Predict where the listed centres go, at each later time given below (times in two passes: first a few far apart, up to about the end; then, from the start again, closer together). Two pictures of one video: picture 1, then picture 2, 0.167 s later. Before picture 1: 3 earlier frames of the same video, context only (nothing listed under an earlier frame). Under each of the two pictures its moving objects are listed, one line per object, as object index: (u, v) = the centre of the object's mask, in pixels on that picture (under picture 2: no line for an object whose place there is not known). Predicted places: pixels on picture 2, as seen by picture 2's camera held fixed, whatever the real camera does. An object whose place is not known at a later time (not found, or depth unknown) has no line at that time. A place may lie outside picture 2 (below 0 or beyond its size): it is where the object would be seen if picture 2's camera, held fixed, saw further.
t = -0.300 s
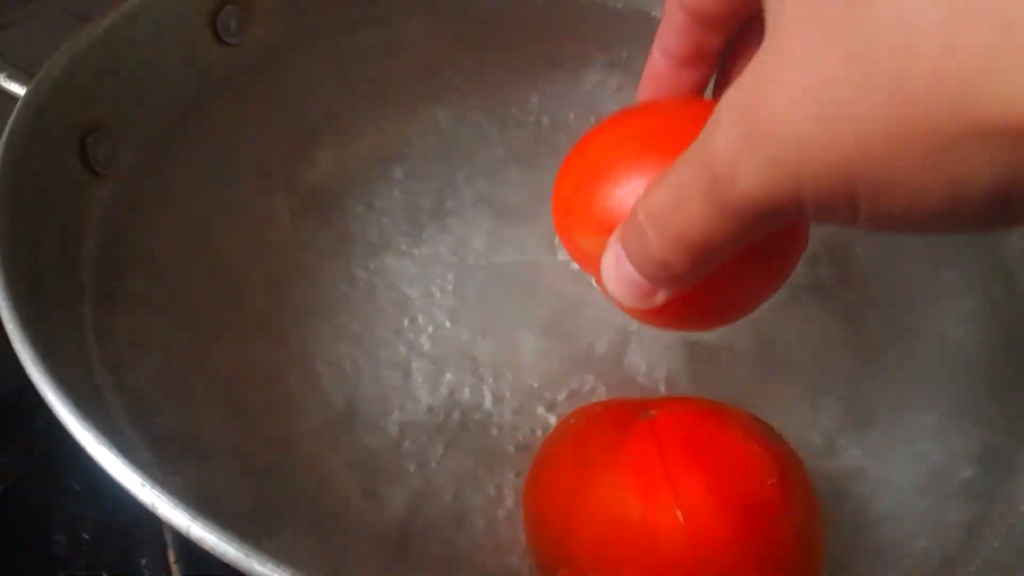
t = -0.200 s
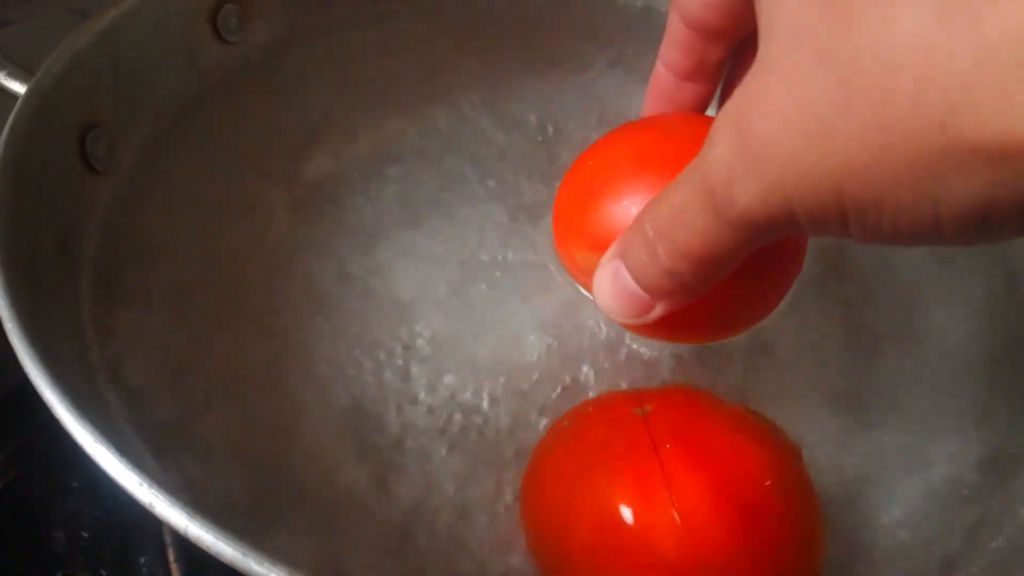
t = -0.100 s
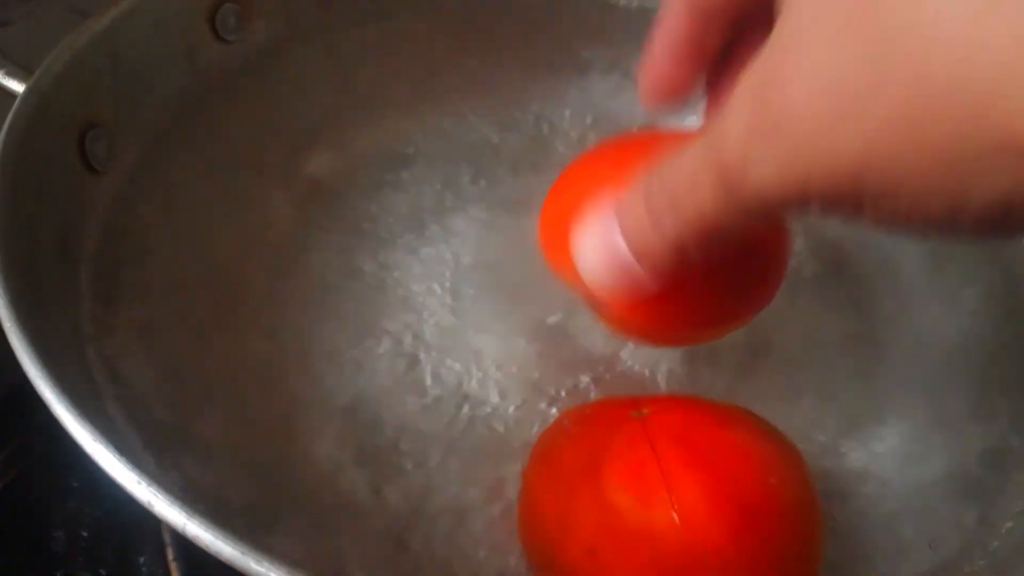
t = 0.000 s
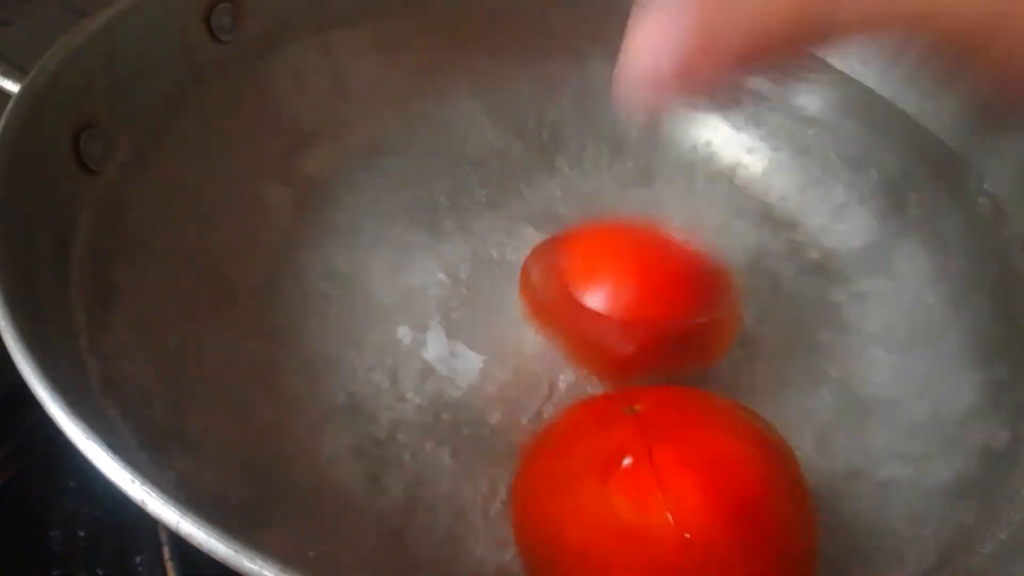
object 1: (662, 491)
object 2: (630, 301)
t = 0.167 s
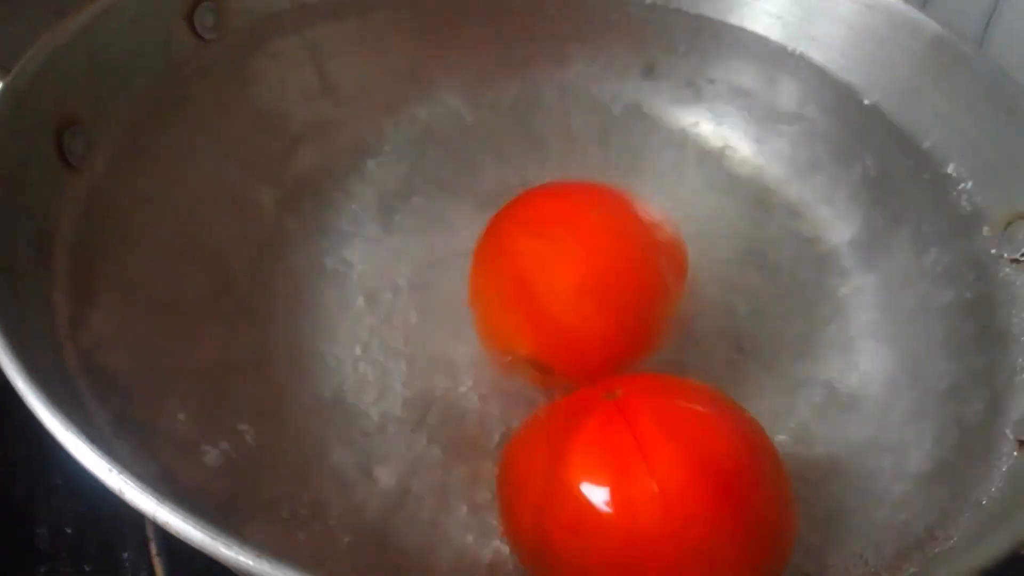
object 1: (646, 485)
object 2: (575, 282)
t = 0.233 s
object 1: (648, 480)
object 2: (564, 283)
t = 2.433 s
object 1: (677, 437)
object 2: (263, 261)
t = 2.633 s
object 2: (258, 258)
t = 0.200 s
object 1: (646, 481)
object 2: (568, 282)
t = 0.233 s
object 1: (648, 480)
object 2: (564, 283)
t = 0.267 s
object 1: (649, 481)
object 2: (563, 286)
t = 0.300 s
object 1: (652, 485)
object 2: (557, 291)
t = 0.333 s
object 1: (657, 488)
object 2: (551, 298)
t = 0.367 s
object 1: (663, 490)
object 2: (545, 305)
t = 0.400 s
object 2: (540, 309)
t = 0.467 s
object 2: (529, 300)
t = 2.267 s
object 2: (270, 260)
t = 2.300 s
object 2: (267, 262)
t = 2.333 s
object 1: (676, 440)
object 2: (265, 263)
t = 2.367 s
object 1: (675, 439)
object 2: (264, 262)
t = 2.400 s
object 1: (676, 438)
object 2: (263, 260)
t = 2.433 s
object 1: (677, 437)
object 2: (263, 261)
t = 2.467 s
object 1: (676, 436)
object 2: (263, 262)
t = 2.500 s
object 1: (677, 435)
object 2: (261, 262)
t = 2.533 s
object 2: (260, 261)
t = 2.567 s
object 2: (260, 261)
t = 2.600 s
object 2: (259, 259)
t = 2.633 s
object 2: (258, 258)
